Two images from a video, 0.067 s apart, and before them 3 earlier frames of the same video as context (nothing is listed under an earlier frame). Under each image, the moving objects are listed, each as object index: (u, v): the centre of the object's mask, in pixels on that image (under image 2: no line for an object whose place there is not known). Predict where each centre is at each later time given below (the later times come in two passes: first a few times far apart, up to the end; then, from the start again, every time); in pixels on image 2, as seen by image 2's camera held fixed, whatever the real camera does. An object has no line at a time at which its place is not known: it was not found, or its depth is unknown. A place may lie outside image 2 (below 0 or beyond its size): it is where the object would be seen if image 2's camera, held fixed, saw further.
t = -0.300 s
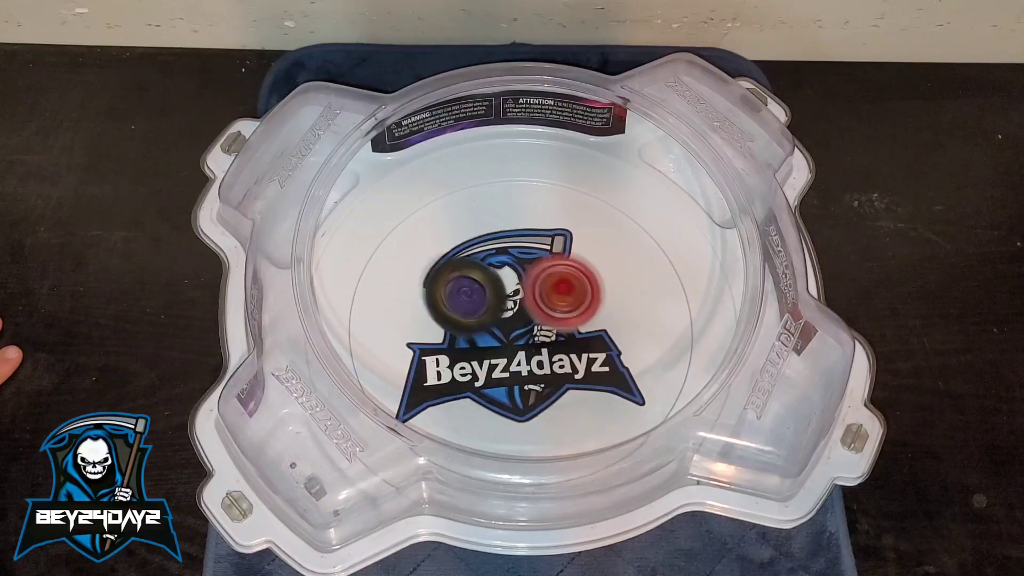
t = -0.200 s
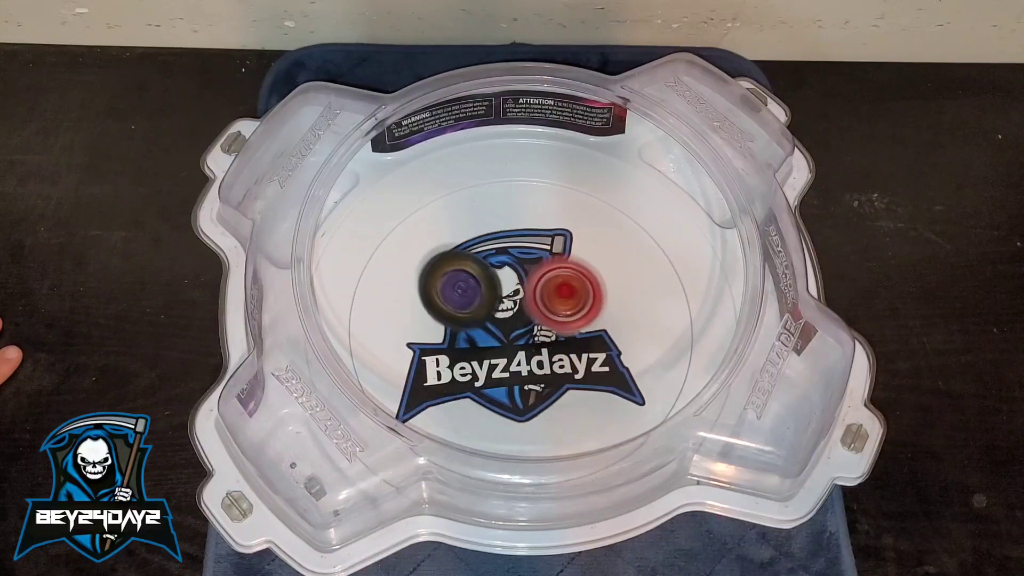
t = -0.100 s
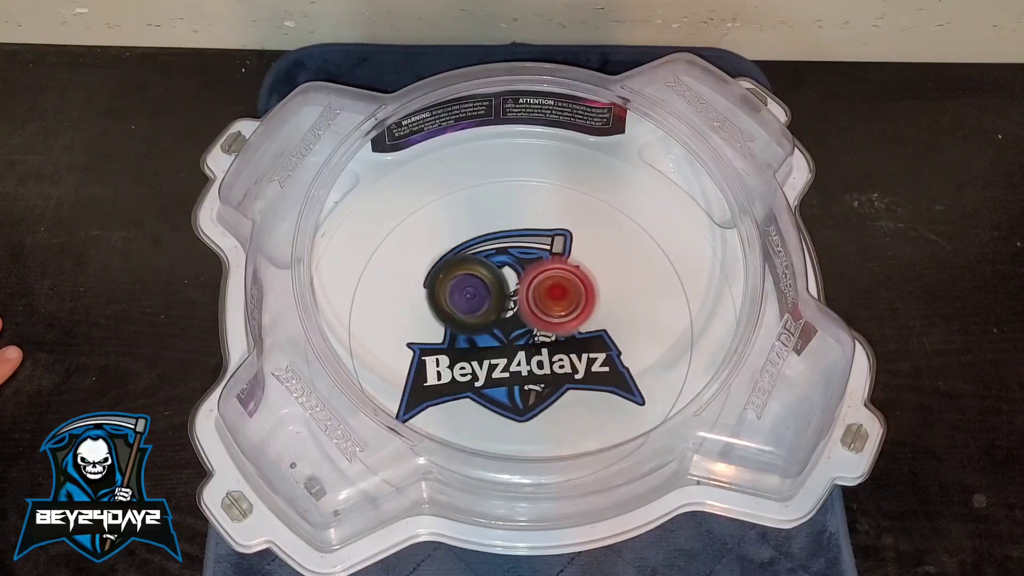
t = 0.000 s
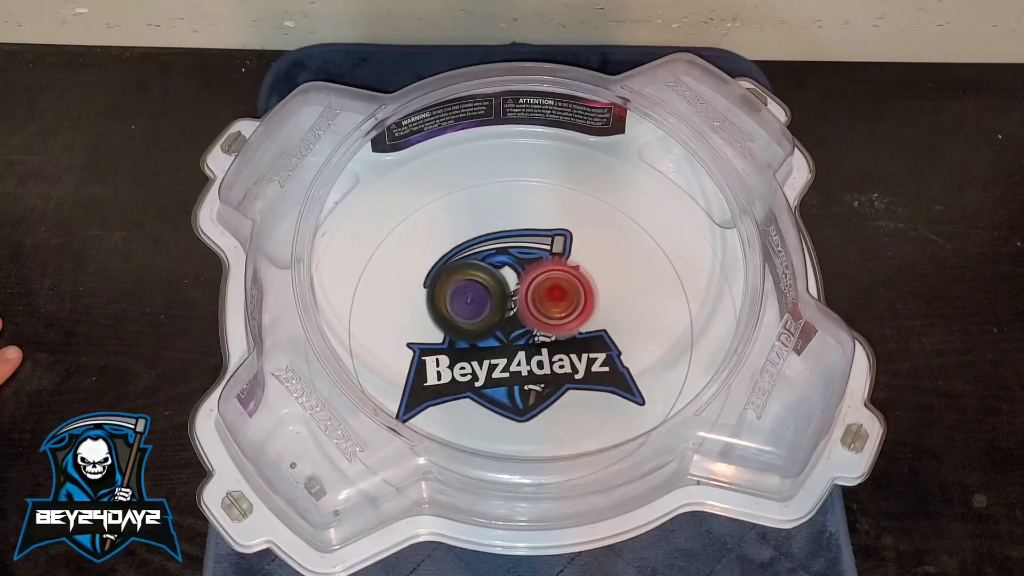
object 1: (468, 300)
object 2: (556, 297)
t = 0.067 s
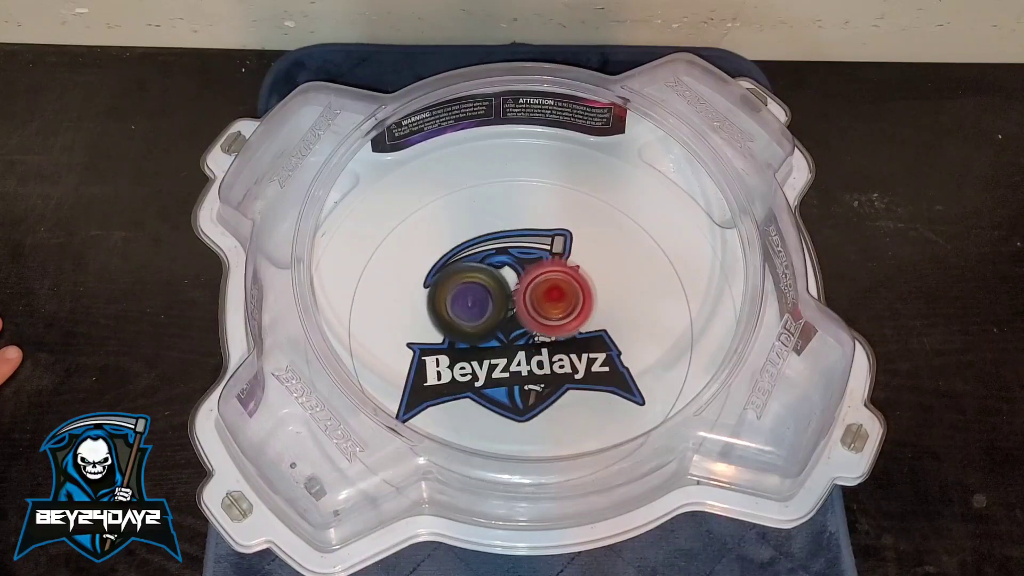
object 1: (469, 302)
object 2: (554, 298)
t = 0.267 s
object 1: (470, 298)
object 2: (563, 304)
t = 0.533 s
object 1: (476, 319)
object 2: (565, 313)
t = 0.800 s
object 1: (472, 319)
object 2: (561, 323)
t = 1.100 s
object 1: (460, 297)
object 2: (554, 334)
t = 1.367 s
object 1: (474, 276)
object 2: (542, 347)
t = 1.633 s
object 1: (472, 242)
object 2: (524, 346)
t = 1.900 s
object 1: (513, 251)
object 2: (506, 345)
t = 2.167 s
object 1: (550, 272)
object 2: (498, 341)
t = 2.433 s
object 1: (611, 315)
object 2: (483, 331)
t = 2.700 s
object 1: (599, 364)
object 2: (492, 321)
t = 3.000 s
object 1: (490, 411)
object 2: (518, 304)
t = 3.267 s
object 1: (450, 383)
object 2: (536, 309)
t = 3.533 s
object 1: (455, 287)
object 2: (555, 320)
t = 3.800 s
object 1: (493, 239)
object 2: (556, 335)
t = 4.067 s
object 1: (564, 268)
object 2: (542, 355)
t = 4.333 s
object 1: (600, 301)
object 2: (513, 365)
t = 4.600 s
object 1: (574, 330)
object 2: (490, 355)
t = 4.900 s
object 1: (559, 319)
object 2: (480, 328)
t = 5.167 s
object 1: (577, 316)
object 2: (496, 297)
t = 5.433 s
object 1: (562, 359)
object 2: (531, 278)
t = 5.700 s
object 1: (508, 355)
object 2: (559, 291)
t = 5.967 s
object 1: (479, 316)
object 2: (579, 336)
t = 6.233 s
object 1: (497, 291)
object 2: (569, 360)
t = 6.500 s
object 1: (524, 293)
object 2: (531, 372)
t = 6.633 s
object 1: (525, 294)
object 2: (498, 372)
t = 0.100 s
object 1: (469, 302)
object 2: (554, 299)
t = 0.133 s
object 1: (470, 301)
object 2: (555, 299)
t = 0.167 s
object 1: (471, 301)
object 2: (554, 300)
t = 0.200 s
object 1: (473, 299)
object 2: (554, 300)
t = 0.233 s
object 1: (470, 298)
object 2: (560, 302)
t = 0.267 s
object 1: (470, 298)
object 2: (563, 304)
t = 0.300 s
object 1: (471, 298)
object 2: (564, 306)
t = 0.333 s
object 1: (473, 300)
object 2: (563, 307)
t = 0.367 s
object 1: (476, 302)
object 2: (563, 308)
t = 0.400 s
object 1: (474, 306)
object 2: (567, 310)
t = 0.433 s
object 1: (474, 310)
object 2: (566, 310)
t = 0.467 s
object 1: (473, 313)
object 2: (566, 312)
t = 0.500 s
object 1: (475, 317)
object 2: (566, 312)
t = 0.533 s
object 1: (476, 319)
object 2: (565, 313)
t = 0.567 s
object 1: (477, 321)
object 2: (564, 314)
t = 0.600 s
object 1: (476, 322)
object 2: (566, 316)
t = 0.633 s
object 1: (475, 322)
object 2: (566, 317)
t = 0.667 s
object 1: (473, 322)
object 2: (565, 318)
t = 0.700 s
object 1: (472, 321)
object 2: (565, 319)
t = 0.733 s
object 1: (472, 321)
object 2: (564, 320)
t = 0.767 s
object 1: (472, 320)
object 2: (562, 321)
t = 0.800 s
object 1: (472, 319)
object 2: (561, 323)
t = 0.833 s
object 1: (474, 317)
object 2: (559, 324)
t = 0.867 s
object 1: (474, 314)
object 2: (559, 325)
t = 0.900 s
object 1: (469, 311)
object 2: (562, 328)
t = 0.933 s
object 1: (467, 307)
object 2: (562, 329)
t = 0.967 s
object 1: (464, 305)
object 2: (561, 330)
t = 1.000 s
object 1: (461, 303)
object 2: (560, 331)
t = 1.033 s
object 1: (460, 301)
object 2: (558, 332)
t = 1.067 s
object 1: (459, 299)
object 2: (556, 333)
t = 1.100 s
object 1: (460, 297)
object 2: (554, 334)
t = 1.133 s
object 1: (460, 295)
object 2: (552, 334)
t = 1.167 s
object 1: (462, 294)
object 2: (549, 335)
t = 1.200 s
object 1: (464, 293)
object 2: (547, 336)
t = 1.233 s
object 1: (467, 293)
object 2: (545, 337)
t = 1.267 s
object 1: (470, 291)
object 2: (544, 338)
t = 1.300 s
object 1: (474, 288)
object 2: (543, 339)
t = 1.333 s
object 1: (475, 282)
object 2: (542, 342)
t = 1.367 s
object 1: (474, 276)
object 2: (542, 347)
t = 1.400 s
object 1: (472, 269)
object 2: (540, 349)
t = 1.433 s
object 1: (471, 264)
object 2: (537, 349)
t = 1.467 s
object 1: (468, 258)
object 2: (535, 348)
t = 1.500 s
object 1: (467, 253)
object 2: (532, 348)
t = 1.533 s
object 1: (467, 250)
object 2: (530, 348)
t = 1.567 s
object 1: (469, 247)
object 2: (528, 348)
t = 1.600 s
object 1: (471, 243)
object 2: (526, 347)
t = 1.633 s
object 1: (472, 242)
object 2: (524, 346)
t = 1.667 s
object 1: (475, 242)
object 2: (522, 345)
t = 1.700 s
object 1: (479, 243)
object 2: (519, 344)
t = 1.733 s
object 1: (483, 243)
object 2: (517, 342)
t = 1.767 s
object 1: (487, 245)
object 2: (515, 341)
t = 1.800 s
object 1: (491, 249)
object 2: (513, 340)
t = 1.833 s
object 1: (496, 254)
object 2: (510, 339)
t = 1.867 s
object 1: (502, 256)
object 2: (508, 339)
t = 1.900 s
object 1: (513, 251)
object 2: (506, 345)
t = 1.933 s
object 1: (520, 251)
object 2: (504, 350)
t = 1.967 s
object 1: (525, 252)
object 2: (501, 350)
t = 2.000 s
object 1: (529, 253)
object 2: (500, 349)
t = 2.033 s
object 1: (533, 256)
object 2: (499, 348)
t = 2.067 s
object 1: (538, 259)
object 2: (499, 345)
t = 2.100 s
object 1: (542, 263)
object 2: (499, 344)
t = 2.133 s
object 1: (545, 267)
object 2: (498, 342)
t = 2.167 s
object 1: (550, 272)
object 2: (498, 341)
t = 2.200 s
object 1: (558, 276)
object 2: (495, 342)
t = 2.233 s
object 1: (561, 279)
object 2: (494, 340)
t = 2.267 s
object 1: (565, 284)
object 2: (494, 338)
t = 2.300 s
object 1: (568, 289)
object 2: (494, 336)
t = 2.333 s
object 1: (578, 295)
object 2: (491, 334)
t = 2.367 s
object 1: (591, 300)
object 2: (484, 333)
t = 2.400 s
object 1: (601, 310)
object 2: (483, 332)
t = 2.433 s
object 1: (611, 315)
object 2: (483, 331)
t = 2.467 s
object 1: (614, 323)
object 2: (483, 329)
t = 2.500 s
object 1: (620, 329)
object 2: (484, 328)
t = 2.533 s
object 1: (617, 335)
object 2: (484, 326)
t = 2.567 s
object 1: (615, 343)
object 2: (486, 325)
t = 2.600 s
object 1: (616, 347)
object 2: (487, 324)
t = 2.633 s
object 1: (610, 355)
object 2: (489, 323)
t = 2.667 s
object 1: (606, 358)
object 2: (491, 322)
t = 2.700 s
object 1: (599, 364)
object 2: (492, 321)
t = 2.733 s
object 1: (589, 367)
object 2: (494, 320)
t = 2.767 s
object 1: (581, 370)
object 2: (496, 319)
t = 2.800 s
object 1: (566, 375)
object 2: (499, 318)
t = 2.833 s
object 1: (556, 377)
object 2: (502, 317)
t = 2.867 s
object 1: (543, 379)
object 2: (504, 315)
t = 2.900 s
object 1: (526, 389)
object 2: (508, 310)
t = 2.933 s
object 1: (515, 397)
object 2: (511, 305)
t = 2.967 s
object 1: (503, 405)
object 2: (515, 304)
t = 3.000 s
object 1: (490, 411)
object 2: (518, 304)
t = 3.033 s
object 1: (484, 413)
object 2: (520, 305)
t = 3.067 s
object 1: (471, 415)
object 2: (522, 305)
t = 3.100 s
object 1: (466, 412)
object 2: (525, 304)
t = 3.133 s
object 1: (458, 410)
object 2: (527, 305)
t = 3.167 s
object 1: (455, 406)
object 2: (529, 306)
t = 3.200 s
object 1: (450, 399)
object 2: (531, 307)
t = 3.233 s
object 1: (451, 394)
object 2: (533, 307)
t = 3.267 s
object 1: (450, 383)
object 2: (536, 309)
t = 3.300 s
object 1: (452, 374)
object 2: (538, 310)
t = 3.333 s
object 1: (451, 363)
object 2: (540, 311)
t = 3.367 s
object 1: (456, 353)
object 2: (541, 313)
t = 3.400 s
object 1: (459, 338)
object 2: (543, 314)
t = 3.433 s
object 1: (463, 327)
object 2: (545, 315)
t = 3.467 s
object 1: (458, 313)
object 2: (551, 317)
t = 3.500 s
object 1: (458, 299)
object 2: (554, 318)
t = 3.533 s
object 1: (455, 287)
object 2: (555, 320)
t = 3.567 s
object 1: (455, 276)
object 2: (556, 322)
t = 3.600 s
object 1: (455, 263)
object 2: (556, 324)
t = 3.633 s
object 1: (462, 258)
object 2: (557, 325)
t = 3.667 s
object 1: (462, 249)
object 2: (557, 327)
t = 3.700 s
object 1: (469, 242)
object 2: (557, 329)
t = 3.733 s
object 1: (477, 244)
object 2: (557, 331)
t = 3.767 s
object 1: (482, 239)
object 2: (556, 333)
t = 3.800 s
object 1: (493, 239)
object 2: (556, 335)
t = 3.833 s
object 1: (500, 245)
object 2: (555, 337)
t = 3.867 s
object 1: (509, 242)
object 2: (554, 339)
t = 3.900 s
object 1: (521, 248)
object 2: (553, 341)
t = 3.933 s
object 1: (526, 255)
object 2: (551, 343)
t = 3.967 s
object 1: (539, 258)
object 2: (548, 344)
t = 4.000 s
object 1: (551, 264)
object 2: (547, 348)
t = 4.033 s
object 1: (559, 267)
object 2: (544, 353)
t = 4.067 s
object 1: (564, 268)
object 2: (542, 355)
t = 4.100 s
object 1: (570, 273)
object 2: (540, 356)
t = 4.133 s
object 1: (572, 278)
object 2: (539, 356)
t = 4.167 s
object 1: (579, 281)
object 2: (537, 357)
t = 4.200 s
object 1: (583, 289)
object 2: (535, 358)
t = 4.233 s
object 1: (587, 294)
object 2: (529, 362)
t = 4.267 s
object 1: (593, 296)
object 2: (521, 365)
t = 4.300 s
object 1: (597, 298)
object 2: (517, 365)
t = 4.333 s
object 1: (600, 301)
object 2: (513, 365)
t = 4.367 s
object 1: (603, 304)
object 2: (511, 365)
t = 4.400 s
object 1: (605, 308)
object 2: (508, 364)
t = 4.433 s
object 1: (602, 312)
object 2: (505, 363)
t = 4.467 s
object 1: (600, 315)
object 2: (502, 362)
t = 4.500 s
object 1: (596, 320)
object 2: (499, 361)
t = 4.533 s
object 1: (589, 324)
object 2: (497, 359)
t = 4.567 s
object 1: (578, 329)
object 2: (494, 356)
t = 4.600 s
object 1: (574, 330)
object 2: (490, 355)
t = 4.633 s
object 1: (572, 330)
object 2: (487, 353)
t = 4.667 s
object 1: (567, 330)
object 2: (486, 351)
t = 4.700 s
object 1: (562, 329)
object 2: (485, 349)
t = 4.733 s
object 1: (557, 327)
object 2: (484, 347)
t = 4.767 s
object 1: (557, 325)
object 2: (483, 344)
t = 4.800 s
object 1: (558, 323)
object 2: (480, 339)
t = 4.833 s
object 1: (554, 319)
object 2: (479, 337)
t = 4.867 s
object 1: (555, 319)
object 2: (480, 334)
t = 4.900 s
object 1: (559, 319)
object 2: (480, 328)
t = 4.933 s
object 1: (567, 323)
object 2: (477, 322)
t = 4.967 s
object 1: (571, 322)
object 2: (477, 316)
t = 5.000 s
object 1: (573, 320)
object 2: (479, 314)
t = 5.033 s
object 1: (577, 317)
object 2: (482, 311)
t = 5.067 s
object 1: (580, 316)
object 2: (486, 308)
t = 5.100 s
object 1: (578, 315)
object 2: (491, 305)
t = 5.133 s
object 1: (577, 316)
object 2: (494, 301)
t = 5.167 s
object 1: (577, 316)
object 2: (496, 297)
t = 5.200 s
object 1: (577, 318)
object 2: (499, 294)
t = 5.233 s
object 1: (575, 320)
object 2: (503, 290)
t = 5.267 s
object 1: (575, 327)
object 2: (507, 286)
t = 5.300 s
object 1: (570, 335)
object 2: (511, 282)
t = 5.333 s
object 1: (567, 342)
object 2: (518, 280)
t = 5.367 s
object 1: (565, 348)
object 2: (522, 278)
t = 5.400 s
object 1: (563, 355)
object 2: (527, 278)
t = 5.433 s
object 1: (562, 359)
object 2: (531, 278)
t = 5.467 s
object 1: (557, 362)
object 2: (534, 278)
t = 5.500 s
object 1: (551, 363)
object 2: (538, 279)
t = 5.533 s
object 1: (543, 362)
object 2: (542, 280)
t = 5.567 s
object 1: (538, 363)
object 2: (545, 281)
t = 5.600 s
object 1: (532, 363)
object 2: (549, 283)
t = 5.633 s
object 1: (525, 362)
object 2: (552, 285)
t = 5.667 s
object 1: (517, 359)
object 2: (556, 288)
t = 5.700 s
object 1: (508, 355)
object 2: (559, 291)
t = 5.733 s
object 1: (501, 351)
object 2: (562, 294)
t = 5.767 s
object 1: (497, 346)
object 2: (564, 298)
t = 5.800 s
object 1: (493, 340)
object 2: (568, 304)
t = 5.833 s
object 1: (490, 335)
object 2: (571, 311)
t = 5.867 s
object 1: (487, 330)
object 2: (575, 317)
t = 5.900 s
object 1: (480, 324)
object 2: (577, 326)
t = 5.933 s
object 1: (478, 320)
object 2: (578, 331)
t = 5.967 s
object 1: (479, 316)
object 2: (579, 336)
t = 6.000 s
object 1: (483, 312)
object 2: (579, 340)
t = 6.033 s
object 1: (486, 308)
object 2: (579, 344)
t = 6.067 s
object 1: (490, 305)
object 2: (578, 348)
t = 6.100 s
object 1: (490, 301)
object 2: (577, 351)
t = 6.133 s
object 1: (491, 297)
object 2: (576, 354)
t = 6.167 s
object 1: (492, 291)
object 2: (574, 356)
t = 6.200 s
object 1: (494, 287)
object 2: (572, 358)
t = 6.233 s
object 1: (497, 291)
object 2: (569, 360)
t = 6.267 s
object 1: (503, 296)
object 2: (565, 361)
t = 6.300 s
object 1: (507, 298)
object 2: (561, 363)
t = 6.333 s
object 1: (510, 298)
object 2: (558, 366)
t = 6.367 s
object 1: (514, 292)
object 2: (554, 369)
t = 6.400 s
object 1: (518, 288)
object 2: (550, 370)
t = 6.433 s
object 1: (521, 287)
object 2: (544, 370)
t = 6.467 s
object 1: (525, 289)
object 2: (538, 370)
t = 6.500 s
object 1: (524, 293)
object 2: (531, 372)
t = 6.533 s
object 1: (525, 292)
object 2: (522, 374)
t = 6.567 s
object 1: (525, 294)
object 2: (515, 375)
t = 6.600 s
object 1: (525, 294)
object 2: (506, 373)
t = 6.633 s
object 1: (525, 294)
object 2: (498, 372)
